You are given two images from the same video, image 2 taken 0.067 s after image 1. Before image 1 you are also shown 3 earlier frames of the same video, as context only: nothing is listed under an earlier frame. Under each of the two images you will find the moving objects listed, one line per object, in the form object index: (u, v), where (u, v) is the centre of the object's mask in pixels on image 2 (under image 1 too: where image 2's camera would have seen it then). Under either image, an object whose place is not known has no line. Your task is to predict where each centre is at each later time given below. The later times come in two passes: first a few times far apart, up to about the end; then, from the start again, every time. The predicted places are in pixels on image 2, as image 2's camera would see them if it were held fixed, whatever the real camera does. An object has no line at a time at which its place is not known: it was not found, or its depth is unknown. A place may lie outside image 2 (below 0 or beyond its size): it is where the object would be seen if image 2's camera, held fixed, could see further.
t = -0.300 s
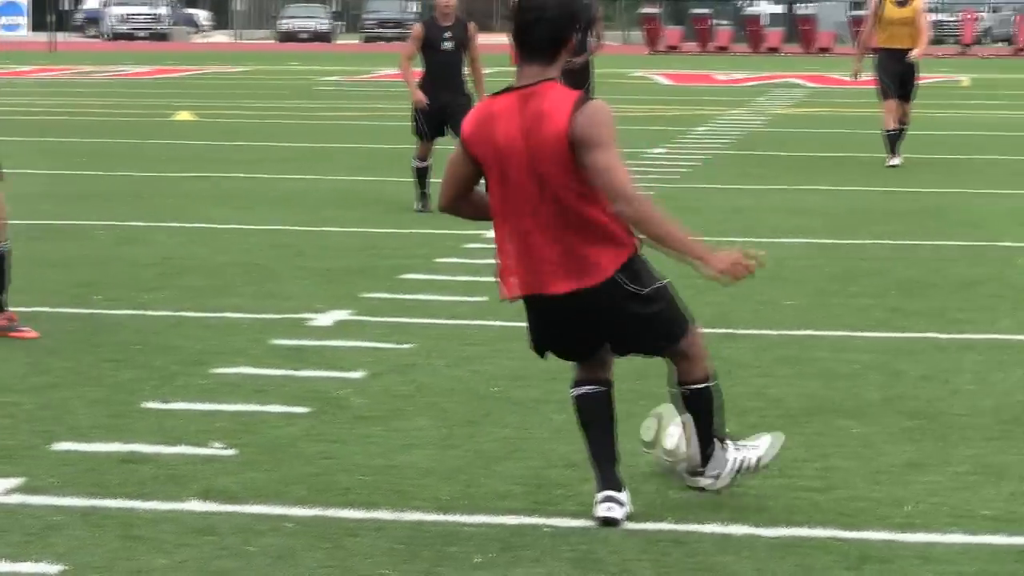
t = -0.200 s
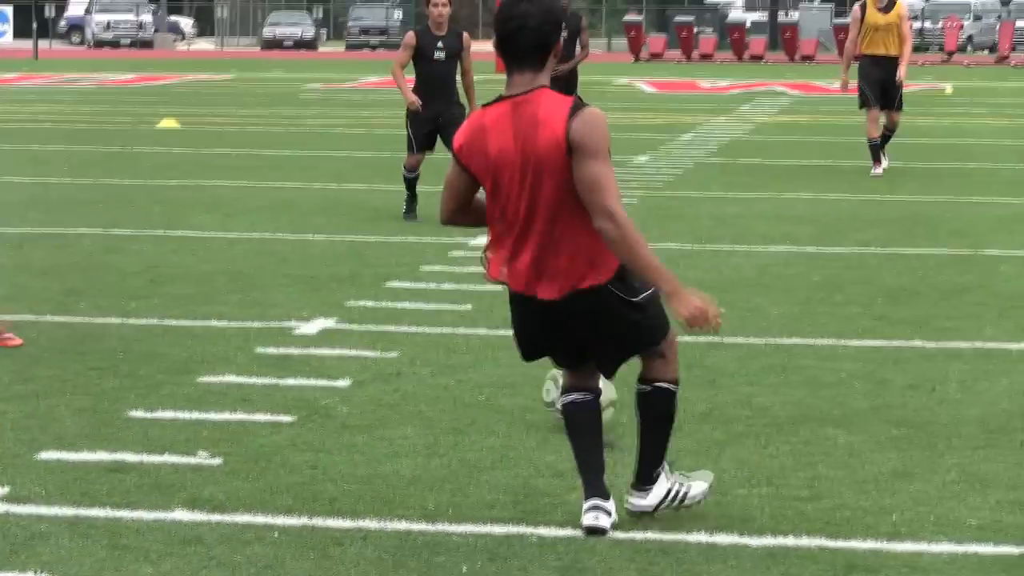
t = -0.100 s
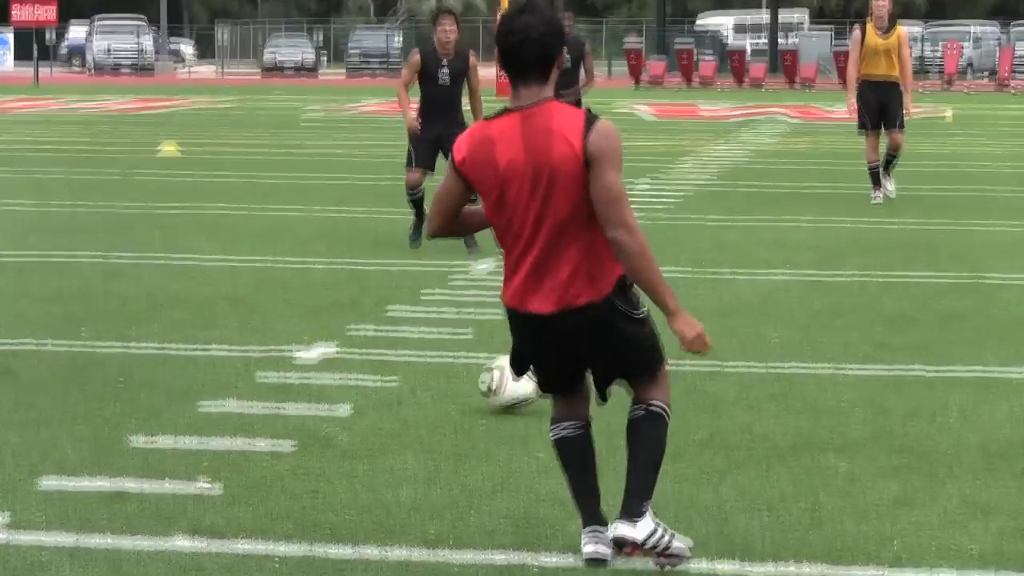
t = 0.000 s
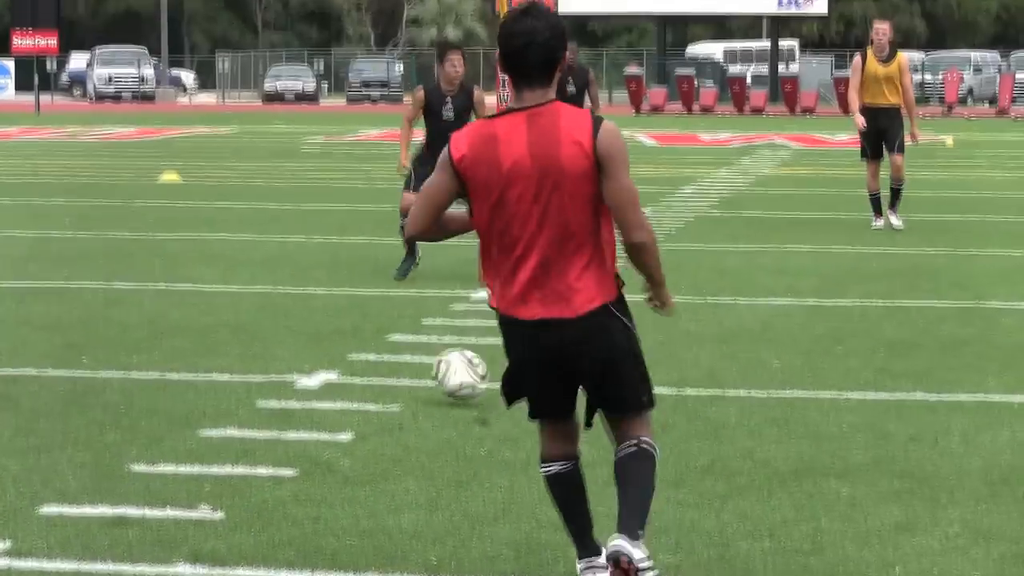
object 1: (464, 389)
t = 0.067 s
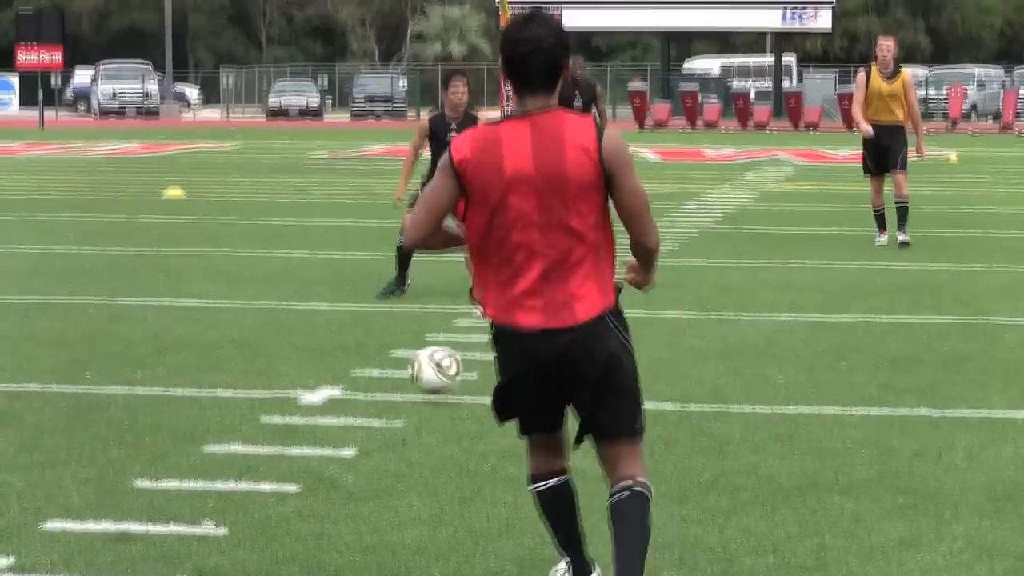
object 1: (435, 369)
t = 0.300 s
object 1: (362, 332)
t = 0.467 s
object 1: (323, 309)
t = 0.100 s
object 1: (422, 364)
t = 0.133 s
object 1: (409, 362)
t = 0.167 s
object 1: (398, 355)
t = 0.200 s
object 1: (388, 345)
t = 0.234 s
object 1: (379, 340)
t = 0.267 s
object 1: (370, 338)
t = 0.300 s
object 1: (362, 332)
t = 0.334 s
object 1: (354, 324)
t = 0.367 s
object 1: (347, 317)
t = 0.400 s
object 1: (339, 313)
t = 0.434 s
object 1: (330, 313)
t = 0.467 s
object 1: (323, 309)
